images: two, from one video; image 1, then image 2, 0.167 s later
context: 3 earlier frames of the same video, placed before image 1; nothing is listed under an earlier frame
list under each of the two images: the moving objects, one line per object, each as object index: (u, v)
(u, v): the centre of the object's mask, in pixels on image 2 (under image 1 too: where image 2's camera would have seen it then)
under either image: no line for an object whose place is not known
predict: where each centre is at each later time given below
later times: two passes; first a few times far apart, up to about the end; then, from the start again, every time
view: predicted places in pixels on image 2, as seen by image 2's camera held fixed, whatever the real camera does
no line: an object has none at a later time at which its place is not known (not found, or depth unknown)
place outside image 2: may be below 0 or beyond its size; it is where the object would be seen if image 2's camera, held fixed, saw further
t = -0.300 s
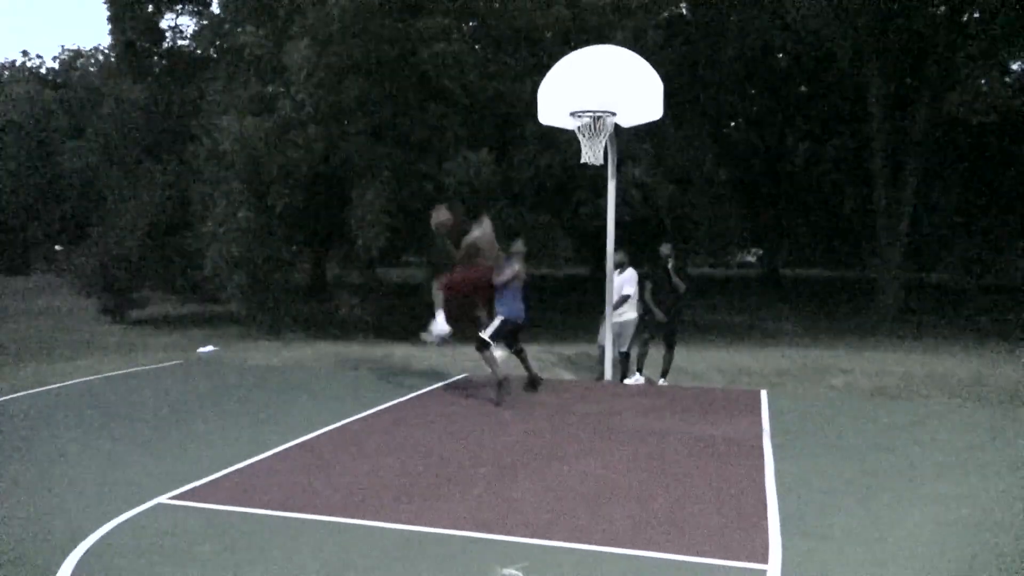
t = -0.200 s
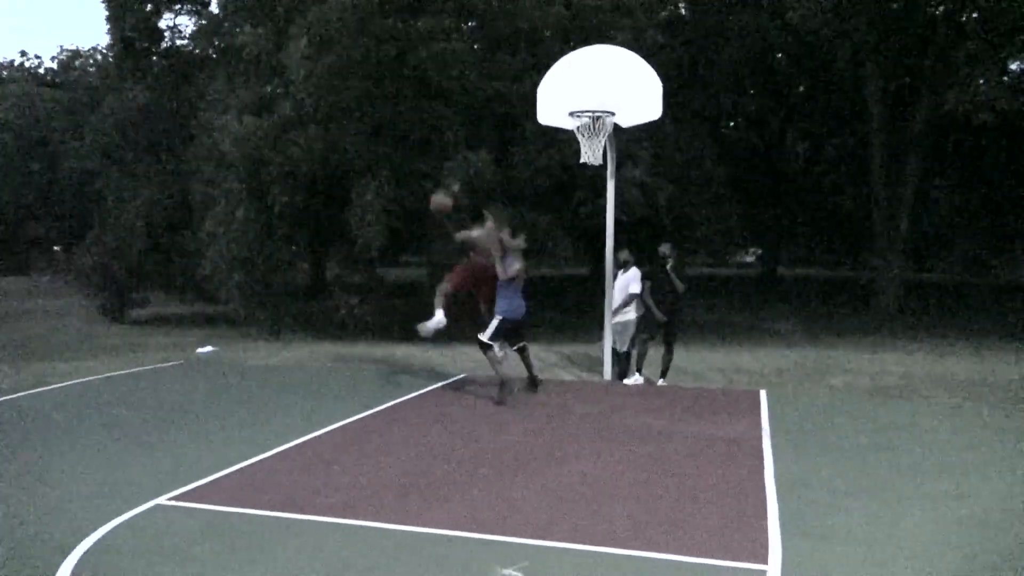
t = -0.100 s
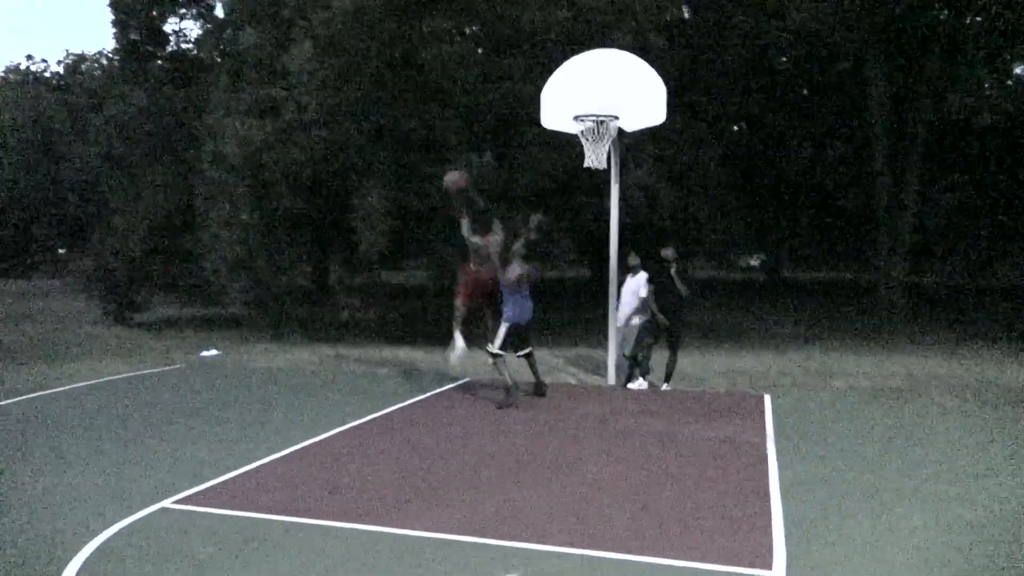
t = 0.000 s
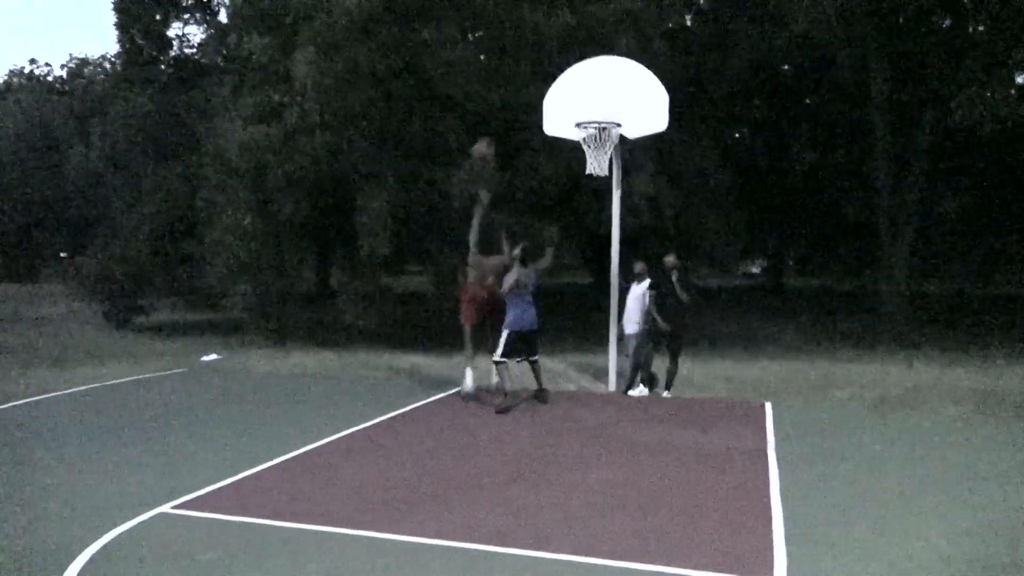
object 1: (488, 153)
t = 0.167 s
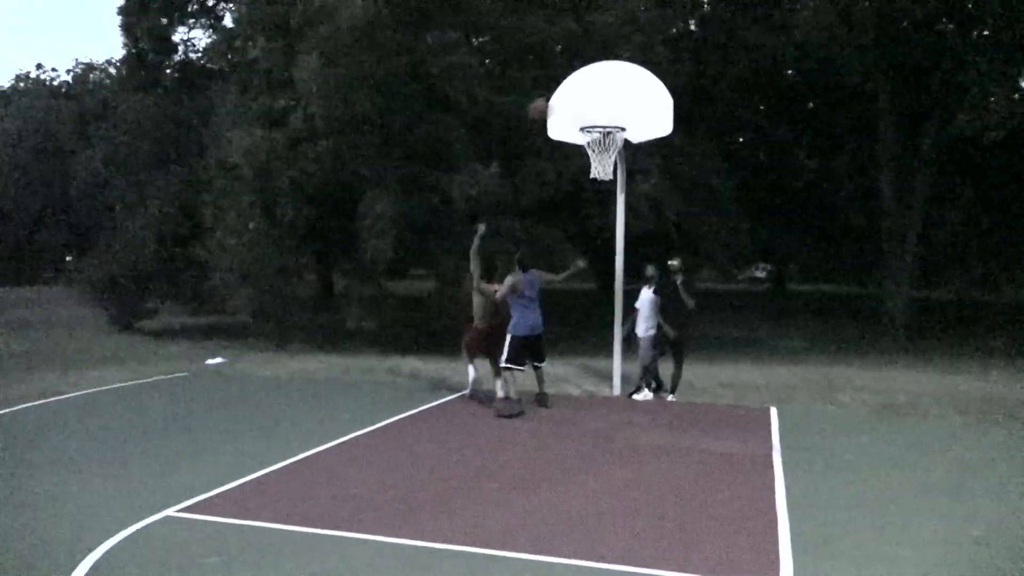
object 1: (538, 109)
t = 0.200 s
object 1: (547, 103)
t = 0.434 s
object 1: (600, 94)
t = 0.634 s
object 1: (607, 123)
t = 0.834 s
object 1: (599, 110)
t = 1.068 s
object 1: (609, 119)
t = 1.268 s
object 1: (606, 126)
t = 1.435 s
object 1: (604, 140)
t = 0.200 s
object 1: (547, 103)
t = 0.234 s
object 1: (558, 98)
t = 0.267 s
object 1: (570, 95)
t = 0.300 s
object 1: (580, 92)
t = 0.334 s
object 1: (589, 90)
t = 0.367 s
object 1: (594, 90)
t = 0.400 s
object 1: (597, 92)
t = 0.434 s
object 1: (600, 94)
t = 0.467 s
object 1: (603, 98)
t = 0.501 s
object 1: (606, 102)
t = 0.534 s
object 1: (609, 108)
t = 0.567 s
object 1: (612, 115)
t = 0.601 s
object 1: (614, 121)
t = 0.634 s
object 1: (607, 123)
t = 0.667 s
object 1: (596, 121)
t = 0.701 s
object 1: (591, 121)
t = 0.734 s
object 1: (593, 118)
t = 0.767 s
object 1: (595, 114)
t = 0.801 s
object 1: (597, 111)
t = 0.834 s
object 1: (599, 110)
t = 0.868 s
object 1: (601, 109)
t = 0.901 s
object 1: (603, 110)
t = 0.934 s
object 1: (605, 111)
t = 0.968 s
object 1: (607, 114)
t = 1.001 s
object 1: (608, 115)
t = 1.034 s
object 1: (609, 117)
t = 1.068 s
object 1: (609, 119)
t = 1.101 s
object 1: (609, 118)
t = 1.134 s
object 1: (609, 118)
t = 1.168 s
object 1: (608, 119)
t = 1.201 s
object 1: (608, 120)
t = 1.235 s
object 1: (607, 123)
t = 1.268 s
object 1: (606, 126)
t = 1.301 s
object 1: (605, 129)
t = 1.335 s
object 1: (604, 131)
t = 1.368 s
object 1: (605, 132)
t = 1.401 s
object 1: (604, 139)
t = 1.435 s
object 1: (604, 140)
